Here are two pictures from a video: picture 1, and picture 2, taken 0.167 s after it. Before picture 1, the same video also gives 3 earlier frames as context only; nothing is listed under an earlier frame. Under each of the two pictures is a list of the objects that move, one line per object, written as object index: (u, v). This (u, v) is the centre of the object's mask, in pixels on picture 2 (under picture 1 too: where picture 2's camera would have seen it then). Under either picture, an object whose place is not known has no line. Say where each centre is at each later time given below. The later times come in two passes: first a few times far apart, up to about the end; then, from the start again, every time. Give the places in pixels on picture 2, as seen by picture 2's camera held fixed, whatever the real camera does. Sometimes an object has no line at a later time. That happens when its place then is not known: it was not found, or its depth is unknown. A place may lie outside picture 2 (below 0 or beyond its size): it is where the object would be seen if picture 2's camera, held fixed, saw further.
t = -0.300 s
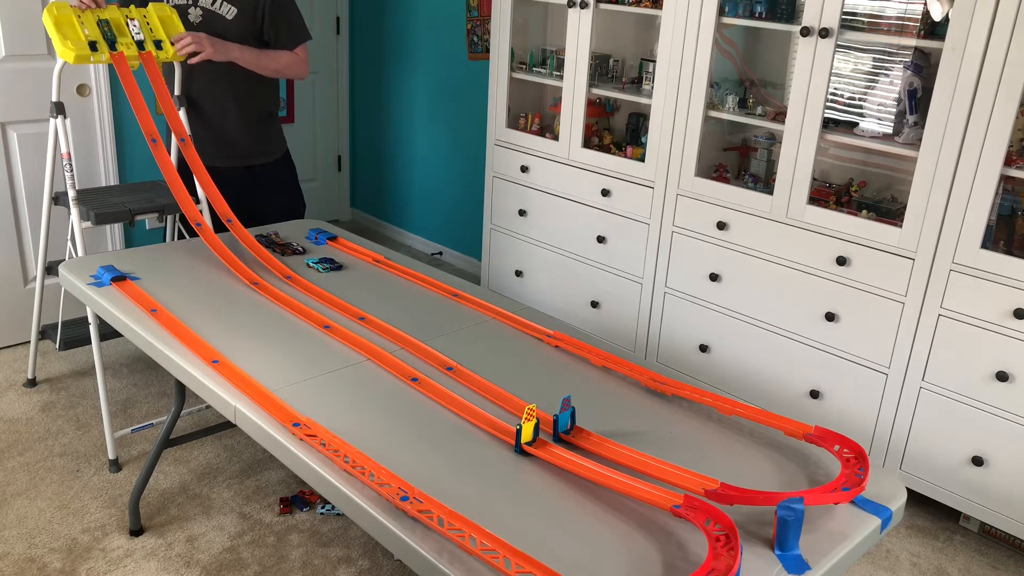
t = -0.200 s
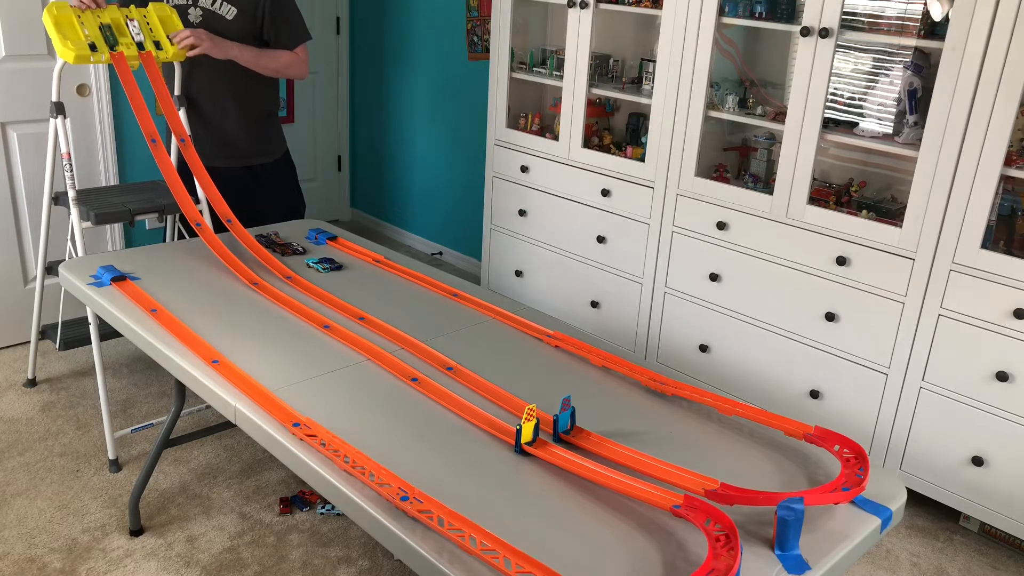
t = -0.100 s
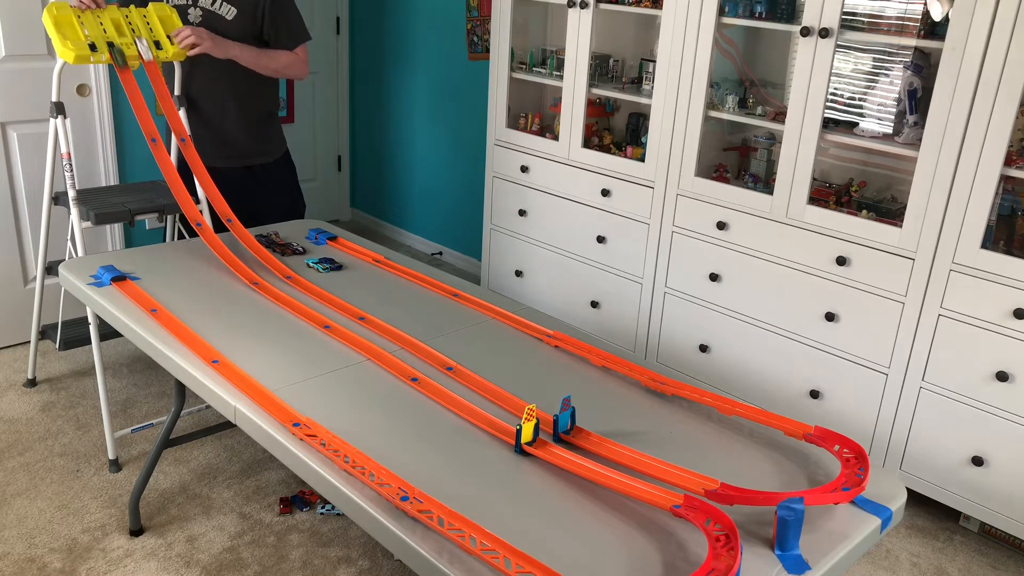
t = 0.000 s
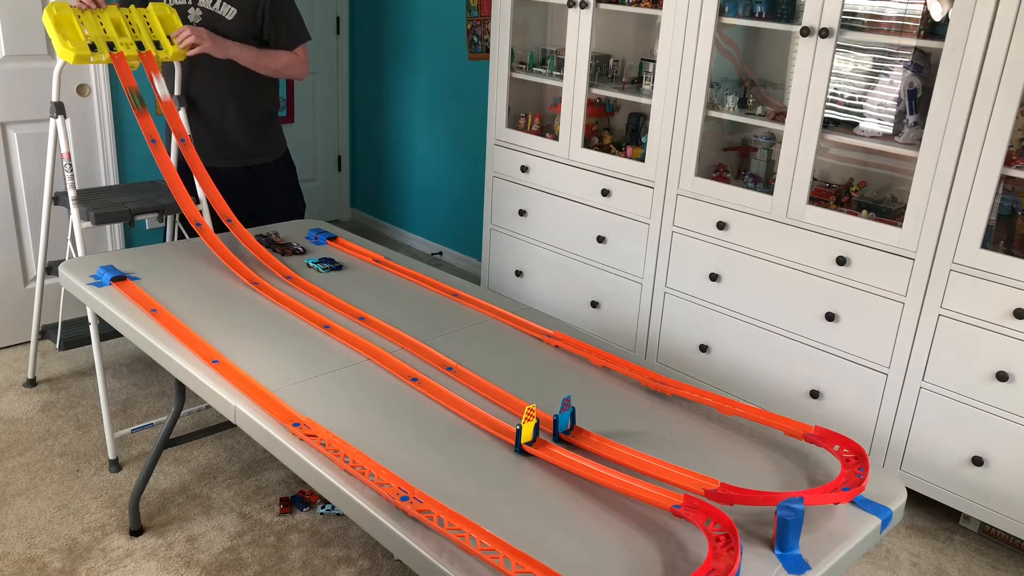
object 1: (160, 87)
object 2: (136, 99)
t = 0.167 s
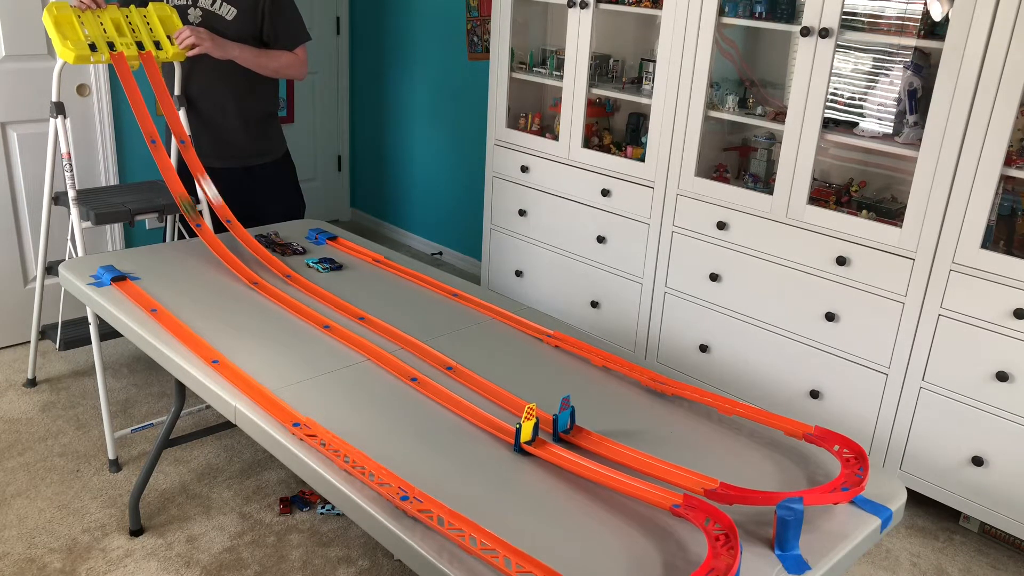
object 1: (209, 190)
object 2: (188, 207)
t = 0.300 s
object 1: (280, 269)
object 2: (260, 283)
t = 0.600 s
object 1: (520, 403)
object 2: (498, 425)
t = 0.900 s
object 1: (855, 473)
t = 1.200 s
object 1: (721, 399)
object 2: (455, 525)
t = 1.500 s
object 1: (564, 339)
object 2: (309, 428)
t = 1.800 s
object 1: (449, 289)
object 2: (209, 351)
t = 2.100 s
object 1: (357, 249)
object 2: (138, 294)
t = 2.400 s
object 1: (364, 252)
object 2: (143, 298)
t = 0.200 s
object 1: (223, 211)
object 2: (202, 229)
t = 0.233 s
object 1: (240, 234)
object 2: (219, 250)
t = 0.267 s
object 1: (259, 252)
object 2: (240, 269)
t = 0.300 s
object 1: (280, 269)
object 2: (260, 283)
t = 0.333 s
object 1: (300, 282)
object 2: (279, 295)
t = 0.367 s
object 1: (323, 294)
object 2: (300, 308)
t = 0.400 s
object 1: (347, 307)
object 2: (324, 322)
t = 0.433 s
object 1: (372, 320)
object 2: (350, 336)
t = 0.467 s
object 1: (397, 334)
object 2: (377, 351)
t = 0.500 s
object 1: (426, 350)
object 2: (402, 367)
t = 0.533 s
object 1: (456, 368)
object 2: (435, 387)
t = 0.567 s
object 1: (488, 386)
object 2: (465, 406)
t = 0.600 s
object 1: (520, 403)
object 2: (498, 425)
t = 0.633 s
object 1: (560, 424)
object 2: (540, 444)
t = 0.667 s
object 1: (599, 441)
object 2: (578, 462)
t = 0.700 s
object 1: (639, 460)
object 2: (619, 479)
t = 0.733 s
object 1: (683, 476)
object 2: (666, 496)
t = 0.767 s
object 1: (729, 488)
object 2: (703, 513)
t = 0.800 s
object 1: (776, 491)
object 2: (725, 536)
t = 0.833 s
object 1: (815, 491)
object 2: (724, 557)
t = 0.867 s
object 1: (844, 485)
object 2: (716, 569)
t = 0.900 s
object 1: (855, 473)
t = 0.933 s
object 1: (856, 459)
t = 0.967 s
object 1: (848, 449)
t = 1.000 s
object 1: (836, 440)
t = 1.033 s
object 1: (819, 432)
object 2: (544, 573)
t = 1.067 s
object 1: (801, 425)
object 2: (529, 569)
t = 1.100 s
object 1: (780, 419)
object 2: (512, 561)
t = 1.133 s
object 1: (760, 412)
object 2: (493, 549)
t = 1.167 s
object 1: (741, 406)
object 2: (473, 536)
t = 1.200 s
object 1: (721, 399)
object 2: (455, 525)
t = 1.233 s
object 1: (702, 393)
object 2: (437, 514)
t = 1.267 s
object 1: (681, 386)
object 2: (418, 502)
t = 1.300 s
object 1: (664, 380)
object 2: (401, 492)
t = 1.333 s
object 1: (646, 373)
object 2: (385, 480)
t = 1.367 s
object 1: (627, 366)
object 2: (368, 469)
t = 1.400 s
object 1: (610, 358)
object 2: (353, 458)
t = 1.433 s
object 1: (594, 352)
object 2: (338, 448)
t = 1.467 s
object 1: (579, 345)
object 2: (323, 438)
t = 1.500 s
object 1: (564, 339)
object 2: (309, 428)
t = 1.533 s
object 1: (550, 333)
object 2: (295, 419)
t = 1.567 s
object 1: (535, 327)
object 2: (284, 410)
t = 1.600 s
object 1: (522, 321)
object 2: (272, 400)
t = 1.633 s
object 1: (508, 315)
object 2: (261, 392)
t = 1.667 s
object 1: (496, 309)
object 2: (249, 383)
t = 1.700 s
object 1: (485, 304)
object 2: (238, 375)
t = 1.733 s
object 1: (472, 299)
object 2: (227, 366)
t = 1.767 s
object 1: (460, 294)
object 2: (218, 358)
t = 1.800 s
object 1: (449, 289)
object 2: (209, 351)
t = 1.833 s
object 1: (438, 284)
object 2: (199, 344)
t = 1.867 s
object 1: (427, 279)
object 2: (190, 337)
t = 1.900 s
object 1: (416, 274)
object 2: (182, 330)
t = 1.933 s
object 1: (405, 270)
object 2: (174, 323)
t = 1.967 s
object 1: (395, 265)
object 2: (166, 317)
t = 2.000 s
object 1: (385, 261)
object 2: (159, 311)
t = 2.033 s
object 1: (375, 257)
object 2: (152, 305)
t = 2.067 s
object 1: (366, 253)
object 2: (145, 299)
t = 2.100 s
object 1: (357, 249)
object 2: (138, 294)
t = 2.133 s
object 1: (348, 245)
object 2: (131, 288)
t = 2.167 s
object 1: (340, 241)
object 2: (124, 283)
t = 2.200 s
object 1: (338, 241)
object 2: (124, 283)
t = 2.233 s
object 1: (341, 242)
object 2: (126, 284)
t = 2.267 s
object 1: (346, 244)
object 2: (131, 288)
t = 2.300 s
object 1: (350, 246)
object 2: (134, 291)
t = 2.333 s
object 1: (355, 248)
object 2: (137, 293)
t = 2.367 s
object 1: (360, 250)
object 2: (140, 296)
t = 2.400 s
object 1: (364, 252)
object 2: (143, 298)
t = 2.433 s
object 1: (369, 254)
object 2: (146, 301)
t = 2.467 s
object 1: (373, 256)
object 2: (150, 303)
